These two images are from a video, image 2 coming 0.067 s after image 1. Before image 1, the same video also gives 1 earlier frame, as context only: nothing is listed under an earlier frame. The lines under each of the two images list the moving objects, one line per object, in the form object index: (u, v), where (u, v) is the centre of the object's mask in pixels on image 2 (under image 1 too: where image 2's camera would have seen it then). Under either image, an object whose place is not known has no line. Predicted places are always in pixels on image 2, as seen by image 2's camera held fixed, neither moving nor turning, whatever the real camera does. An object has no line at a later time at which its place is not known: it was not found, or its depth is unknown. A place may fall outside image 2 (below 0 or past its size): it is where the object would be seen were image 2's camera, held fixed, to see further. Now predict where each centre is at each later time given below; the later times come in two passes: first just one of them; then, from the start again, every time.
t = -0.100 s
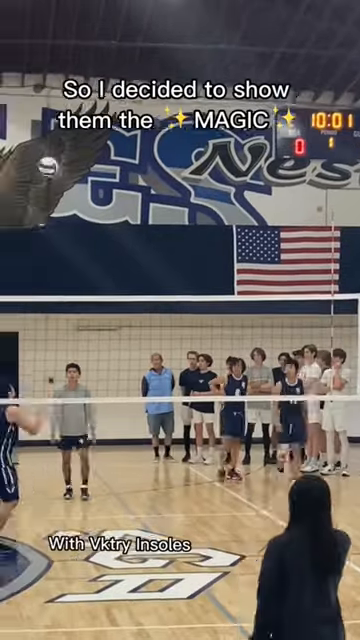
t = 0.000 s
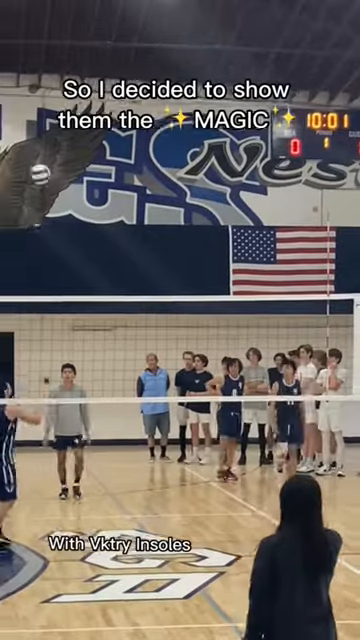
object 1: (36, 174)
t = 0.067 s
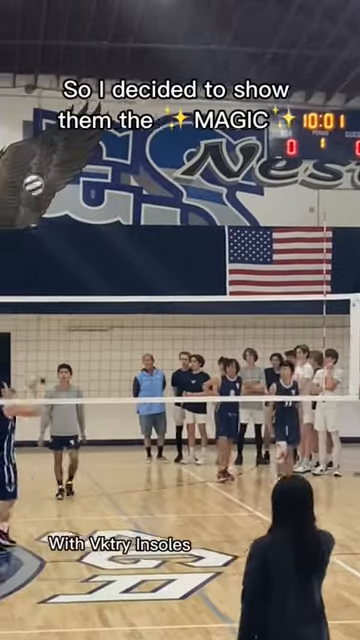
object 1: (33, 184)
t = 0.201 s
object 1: (27, 220)
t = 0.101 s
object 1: (31, 191)
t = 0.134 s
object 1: (31, 200)
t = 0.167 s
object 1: (29, 210)
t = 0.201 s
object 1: (27, 220)
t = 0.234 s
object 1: (26, 230)
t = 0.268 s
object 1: (24, 243)
